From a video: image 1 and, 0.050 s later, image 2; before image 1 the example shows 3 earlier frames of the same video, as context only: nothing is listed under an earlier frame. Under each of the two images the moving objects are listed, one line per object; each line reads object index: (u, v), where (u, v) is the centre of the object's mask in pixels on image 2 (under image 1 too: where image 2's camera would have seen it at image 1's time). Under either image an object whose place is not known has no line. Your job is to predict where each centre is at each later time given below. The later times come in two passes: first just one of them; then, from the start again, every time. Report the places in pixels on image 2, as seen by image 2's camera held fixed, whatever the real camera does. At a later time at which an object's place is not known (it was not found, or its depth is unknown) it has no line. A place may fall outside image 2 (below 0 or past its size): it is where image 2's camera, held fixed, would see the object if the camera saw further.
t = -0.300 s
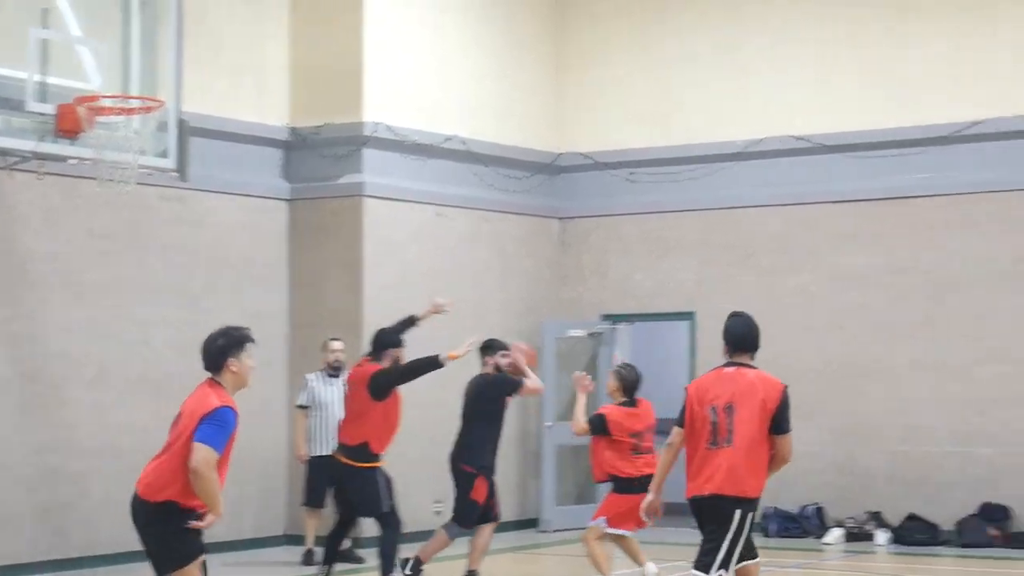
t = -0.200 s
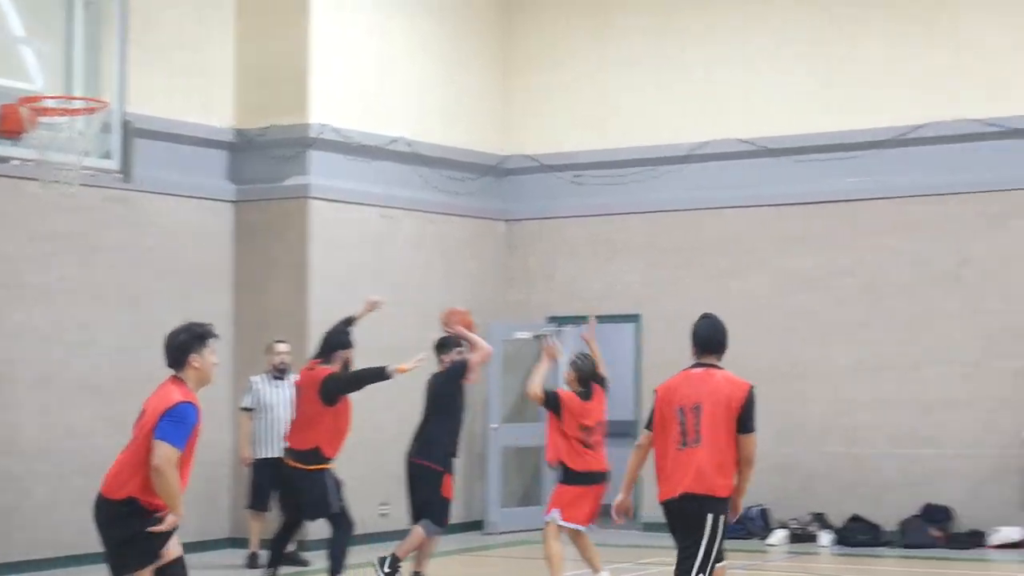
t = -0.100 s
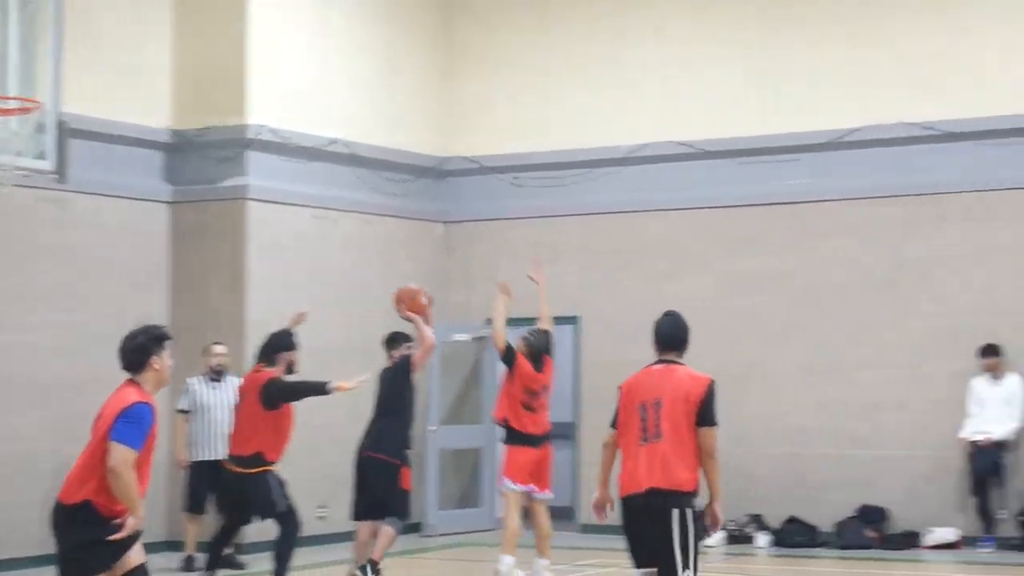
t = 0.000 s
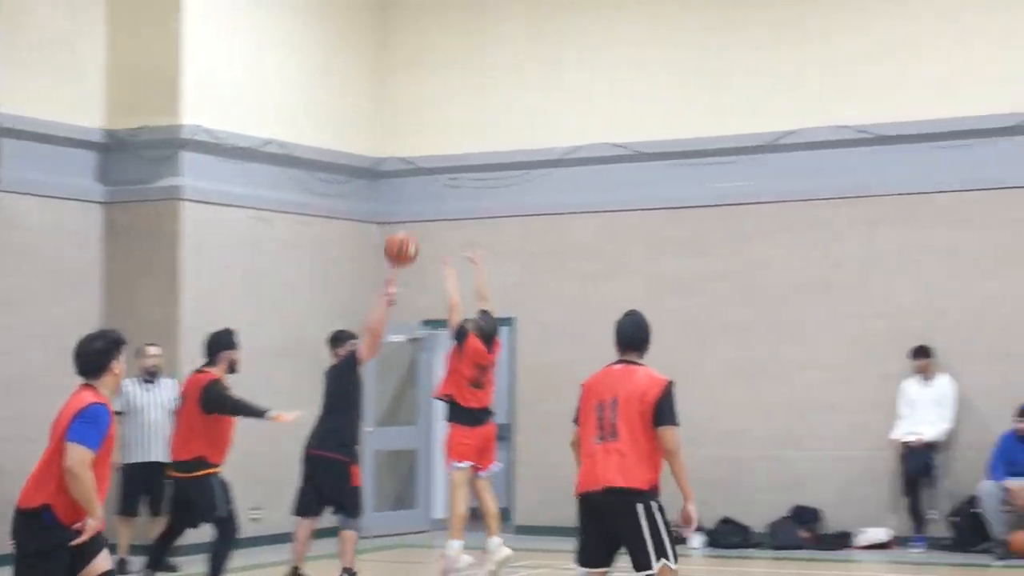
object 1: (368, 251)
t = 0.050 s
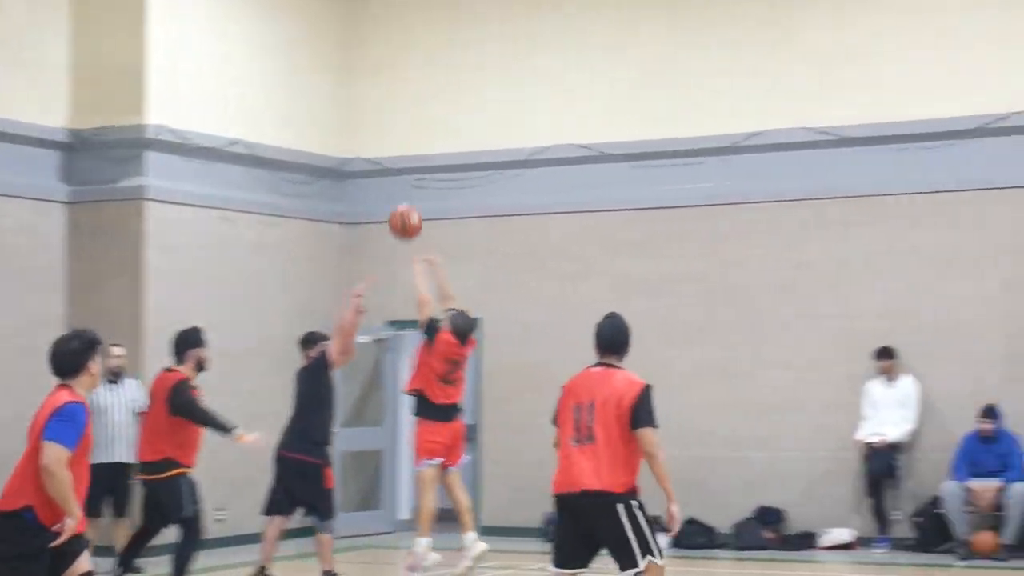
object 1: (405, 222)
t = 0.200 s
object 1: (521, 159)
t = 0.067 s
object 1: (418, 213)
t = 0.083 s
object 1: (431, 206)
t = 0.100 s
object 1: (443, 198)
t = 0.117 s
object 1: (456, 190)
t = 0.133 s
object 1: (469, 182)
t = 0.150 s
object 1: (482, 176)
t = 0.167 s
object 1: (495, 170)
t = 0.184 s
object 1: (508, 165)
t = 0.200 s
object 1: (521, 159)
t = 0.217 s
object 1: (535, 154)
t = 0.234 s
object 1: (548, 149)
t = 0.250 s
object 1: (562, 145)
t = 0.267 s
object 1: (575, 141)
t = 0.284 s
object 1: (589, 137)
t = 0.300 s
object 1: (602, 134)
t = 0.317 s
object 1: (616, 131)
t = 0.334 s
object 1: (629, 129)
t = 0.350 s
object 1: (643, 127)
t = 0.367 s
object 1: (656, 125)
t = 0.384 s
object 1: (670, 124)
